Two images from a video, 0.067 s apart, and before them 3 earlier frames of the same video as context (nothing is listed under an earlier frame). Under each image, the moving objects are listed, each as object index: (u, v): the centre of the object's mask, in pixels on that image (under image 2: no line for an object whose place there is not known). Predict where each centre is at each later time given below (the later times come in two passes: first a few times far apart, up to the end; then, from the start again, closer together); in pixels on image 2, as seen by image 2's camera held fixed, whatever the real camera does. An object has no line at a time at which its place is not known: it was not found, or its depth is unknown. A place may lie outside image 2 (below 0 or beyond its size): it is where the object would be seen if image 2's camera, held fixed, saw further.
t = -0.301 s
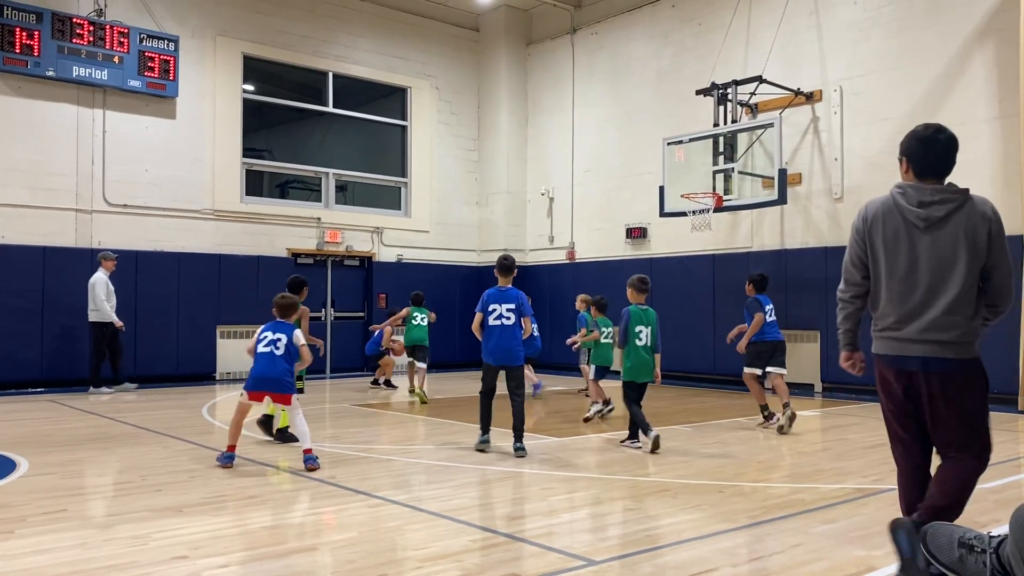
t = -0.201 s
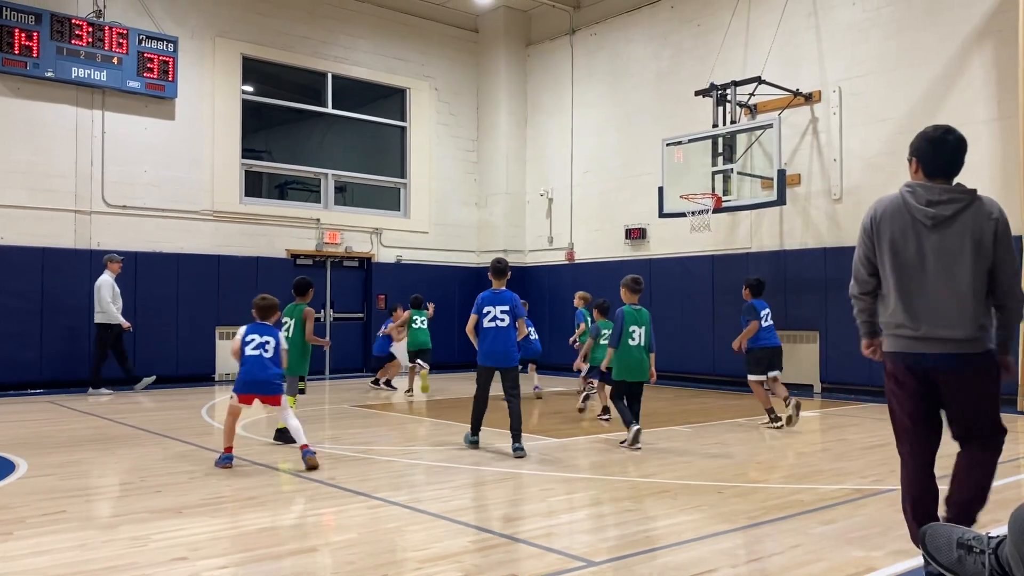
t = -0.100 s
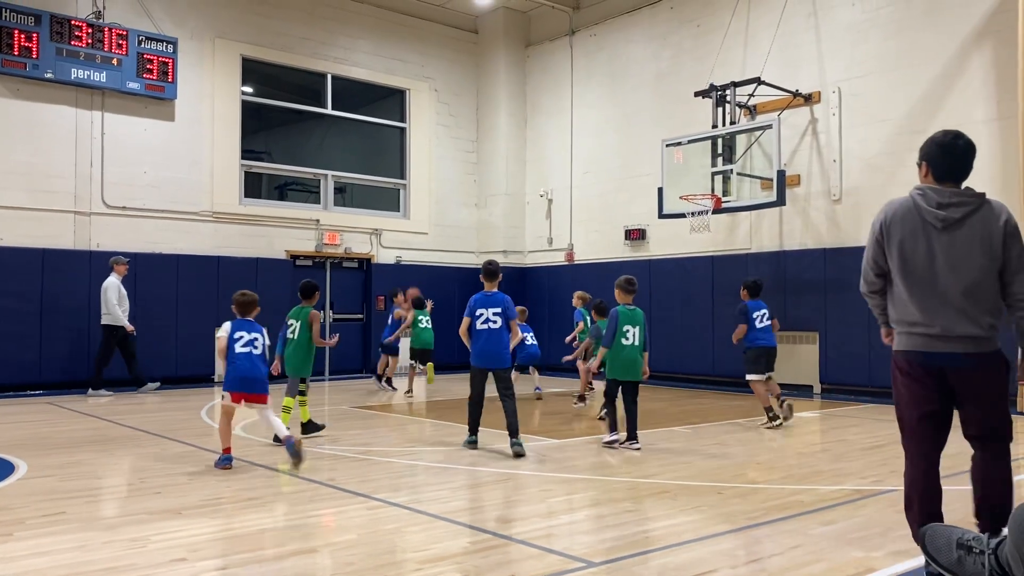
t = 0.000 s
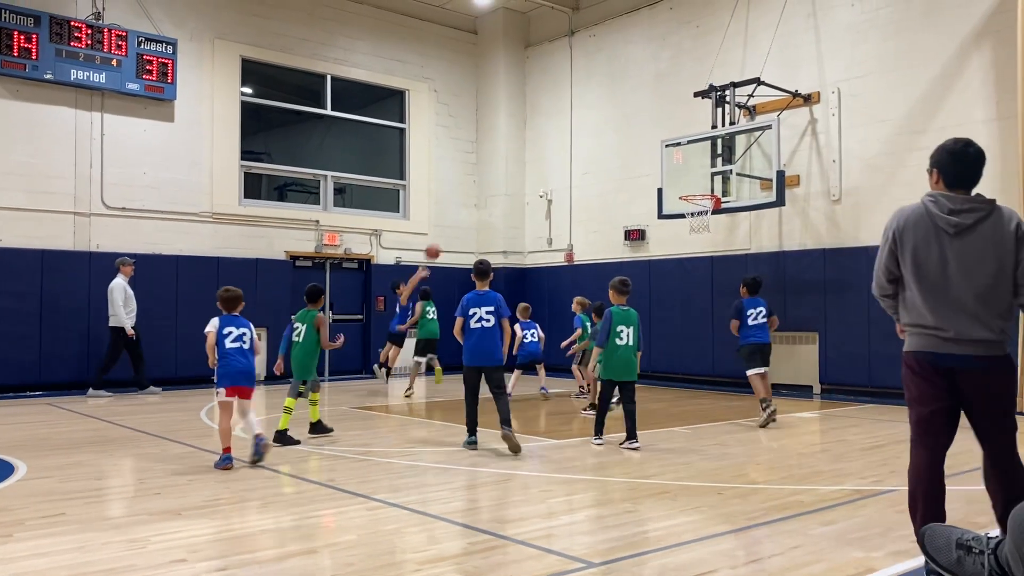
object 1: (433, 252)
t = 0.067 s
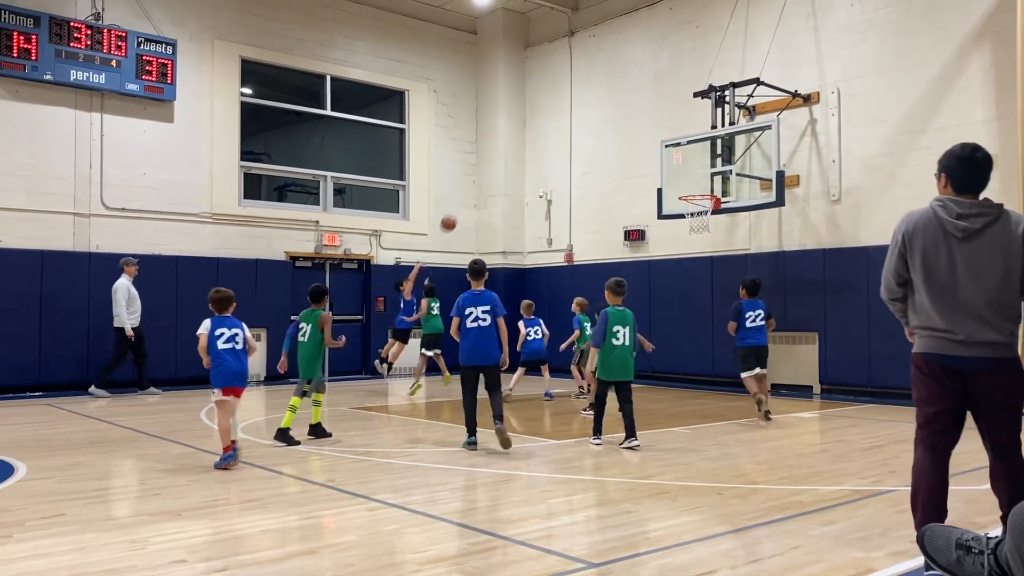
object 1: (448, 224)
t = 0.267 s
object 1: (496, 154)
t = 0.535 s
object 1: (561, 106)
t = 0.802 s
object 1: (625, 108)
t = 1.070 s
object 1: (691, 161)
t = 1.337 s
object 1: (697, 187)
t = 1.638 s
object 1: (689, 192)
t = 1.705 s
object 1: (688, 194)
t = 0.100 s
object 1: (456, 210)
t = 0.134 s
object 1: (464, 197)
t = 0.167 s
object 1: (472, 186)
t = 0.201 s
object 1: (480, 175)
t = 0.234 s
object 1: (488, 164)
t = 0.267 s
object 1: (496, 154)
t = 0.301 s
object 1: (505, 145)
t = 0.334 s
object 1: (513, 137)
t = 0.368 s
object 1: (521, 130)
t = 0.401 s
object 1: (528, 124)
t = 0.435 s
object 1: (537, 118)
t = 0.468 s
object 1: (545, 113)
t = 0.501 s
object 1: (553, 109)
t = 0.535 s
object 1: (561, 106)
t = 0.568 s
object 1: (569, 103)
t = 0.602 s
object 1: (577, 101)
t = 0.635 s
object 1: (585, 100)
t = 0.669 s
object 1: (593, 100)
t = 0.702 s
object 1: (601, 101)
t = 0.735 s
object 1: (609, 102)
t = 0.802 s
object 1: (625, 108)
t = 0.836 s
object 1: (633, 112)
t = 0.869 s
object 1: (642, 116)
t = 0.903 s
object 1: (650, 122)
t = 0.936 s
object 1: (658, 128)
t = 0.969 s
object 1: (666, 135)
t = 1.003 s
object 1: (674, 143)
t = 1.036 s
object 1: (683, 151)
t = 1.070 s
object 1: (691, 161)
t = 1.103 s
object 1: (699, 171)
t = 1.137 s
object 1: (703, 180)
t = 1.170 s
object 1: (703, 188)
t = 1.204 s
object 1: (701, 192)
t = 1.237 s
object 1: (697, 193)
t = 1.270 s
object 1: (694, 194)
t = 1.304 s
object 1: (695, 190)
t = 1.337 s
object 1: (697, 187)
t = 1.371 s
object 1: (698, 186)
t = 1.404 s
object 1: (700, 184)
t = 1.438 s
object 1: (701, 184)
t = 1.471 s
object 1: (703, 184)
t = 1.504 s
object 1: (700, 186)
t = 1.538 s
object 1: (696, 187)
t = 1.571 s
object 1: (693, 190)
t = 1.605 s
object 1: (691, 192)
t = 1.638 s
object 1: (689, 192)
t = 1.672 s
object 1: (688, 194)
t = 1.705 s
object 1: (688, 194)
